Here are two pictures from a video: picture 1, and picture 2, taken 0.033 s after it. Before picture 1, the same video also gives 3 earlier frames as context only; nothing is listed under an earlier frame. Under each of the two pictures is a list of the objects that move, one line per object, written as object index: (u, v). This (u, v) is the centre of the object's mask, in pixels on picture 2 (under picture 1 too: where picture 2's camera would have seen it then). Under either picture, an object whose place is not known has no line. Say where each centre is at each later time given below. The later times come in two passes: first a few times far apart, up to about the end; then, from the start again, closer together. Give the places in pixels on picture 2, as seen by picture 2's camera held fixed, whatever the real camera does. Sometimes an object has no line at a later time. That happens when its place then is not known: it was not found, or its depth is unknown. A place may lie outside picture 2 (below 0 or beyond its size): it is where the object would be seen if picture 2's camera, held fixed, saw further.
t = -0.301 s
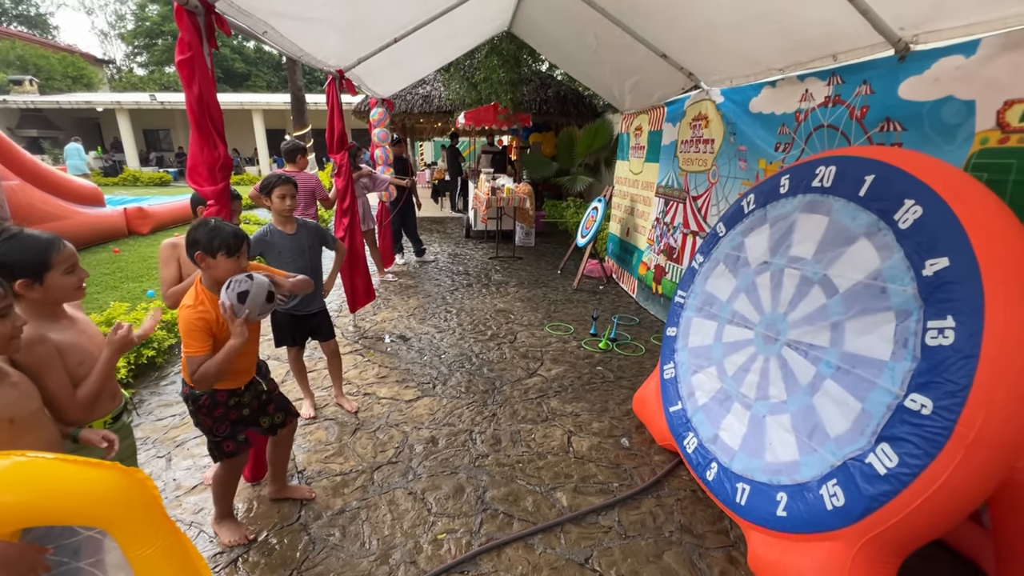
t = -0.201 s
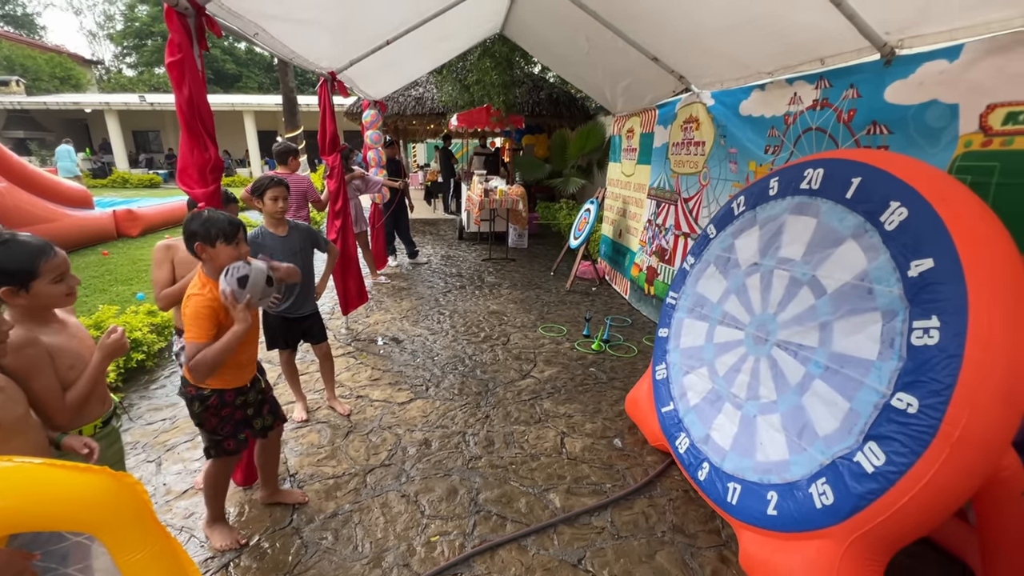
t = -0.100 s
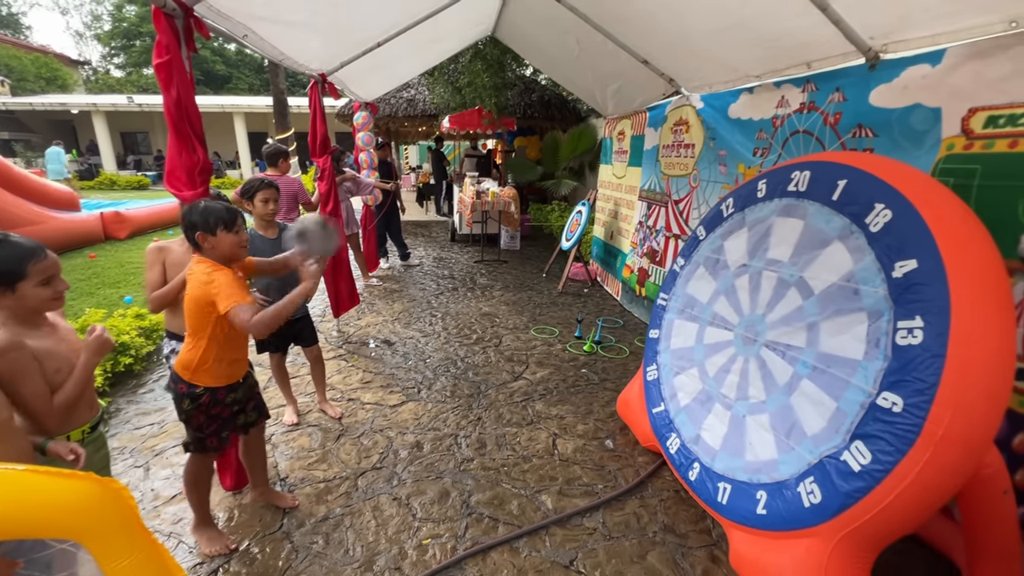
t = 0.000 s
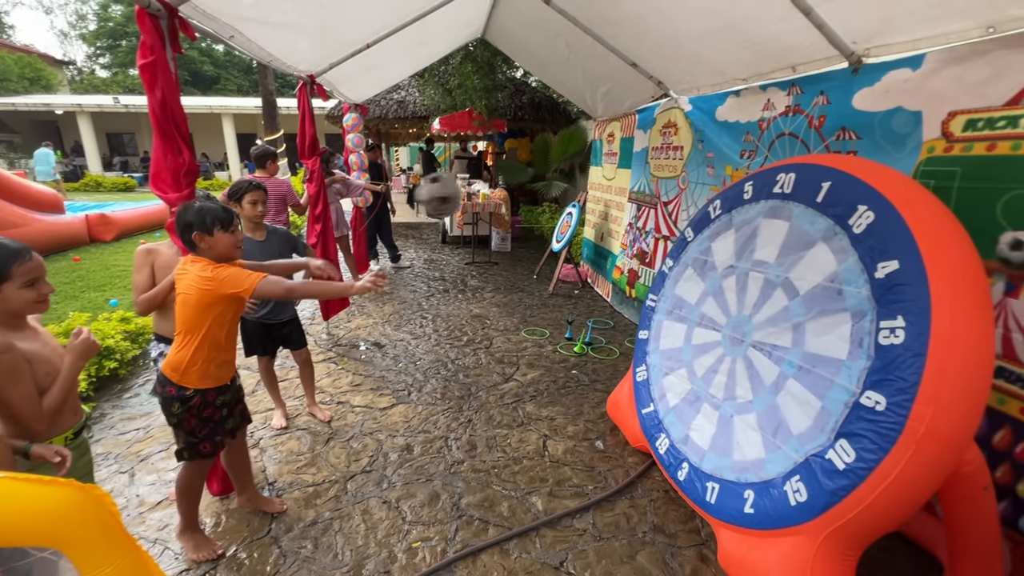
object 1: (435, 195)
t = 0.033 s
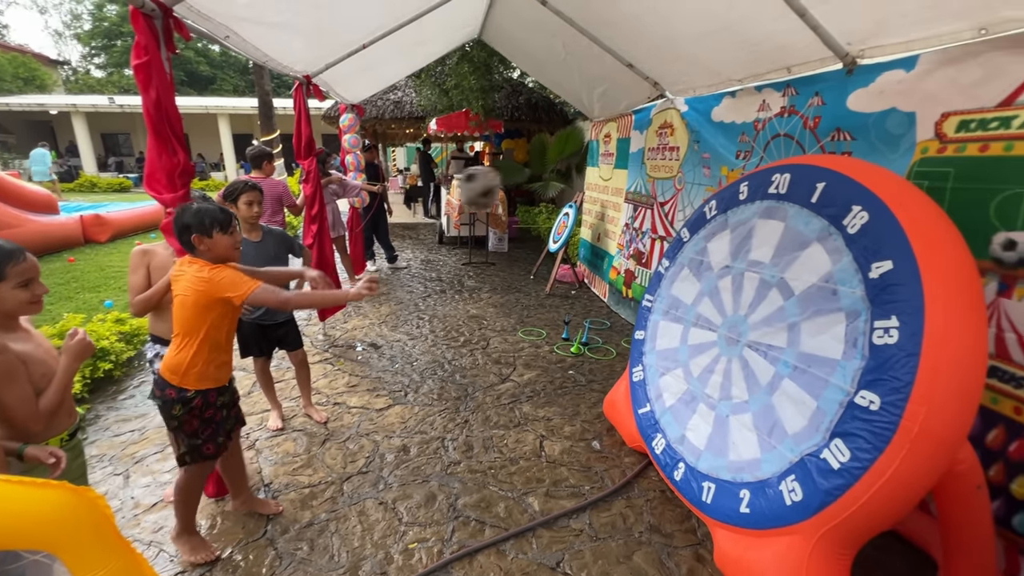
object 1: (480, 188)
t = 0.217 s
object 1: (660, 199)
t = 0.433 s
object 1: (657, 227)
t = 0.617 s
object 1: (598, 300)
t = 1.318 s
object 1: (473, 349)
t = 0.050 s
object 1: (499, 185)
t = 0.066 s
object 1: (519, 184)
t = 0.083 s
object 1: (534, 183)
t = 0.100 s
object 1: (554, 184)
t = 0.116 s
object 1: (567, 184)
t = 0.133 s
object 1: (584, 185)
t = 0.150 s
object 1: (601, 187)
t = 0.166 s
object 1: (617, 190)
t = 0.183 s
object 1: (633, 193)
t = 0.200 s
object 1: (645, 195)
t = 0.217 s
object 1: (660, 199)
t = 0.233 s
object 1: (674, 204)
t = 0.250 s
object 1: (689, 209)
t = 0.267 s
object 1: (700, 213)
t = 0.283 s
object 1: (701, 214)
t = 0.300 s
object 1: (699, 214)
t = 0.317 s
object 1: (693, 214)
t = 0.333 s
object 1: (688, 215)
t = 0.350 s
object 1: (681, 216)
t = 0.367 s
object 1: (676, 217)
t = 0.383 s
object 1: (670, 219)
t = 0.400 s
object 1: (667, 221)
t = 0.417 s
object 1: (660, 224)
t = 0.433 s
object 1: (657, 227)
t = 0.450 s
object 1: (650, 232)
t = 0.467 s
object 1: (646, 236)
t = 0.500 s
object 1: (635, 246)
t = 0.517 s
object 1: (629, 252)
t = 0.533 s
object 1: (624, 260)
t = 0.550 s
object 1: (618, 265)
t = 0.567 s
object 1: (612, 273)
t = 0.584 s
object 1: (608, 281)
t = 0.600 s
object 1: (601, 292)
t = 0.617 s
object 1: (598, 300)
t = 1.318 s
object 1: (473, 349)
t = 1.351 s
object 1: (469, 359)
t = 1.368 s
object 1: (468, 365)
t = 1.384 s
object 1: (466, 371)
